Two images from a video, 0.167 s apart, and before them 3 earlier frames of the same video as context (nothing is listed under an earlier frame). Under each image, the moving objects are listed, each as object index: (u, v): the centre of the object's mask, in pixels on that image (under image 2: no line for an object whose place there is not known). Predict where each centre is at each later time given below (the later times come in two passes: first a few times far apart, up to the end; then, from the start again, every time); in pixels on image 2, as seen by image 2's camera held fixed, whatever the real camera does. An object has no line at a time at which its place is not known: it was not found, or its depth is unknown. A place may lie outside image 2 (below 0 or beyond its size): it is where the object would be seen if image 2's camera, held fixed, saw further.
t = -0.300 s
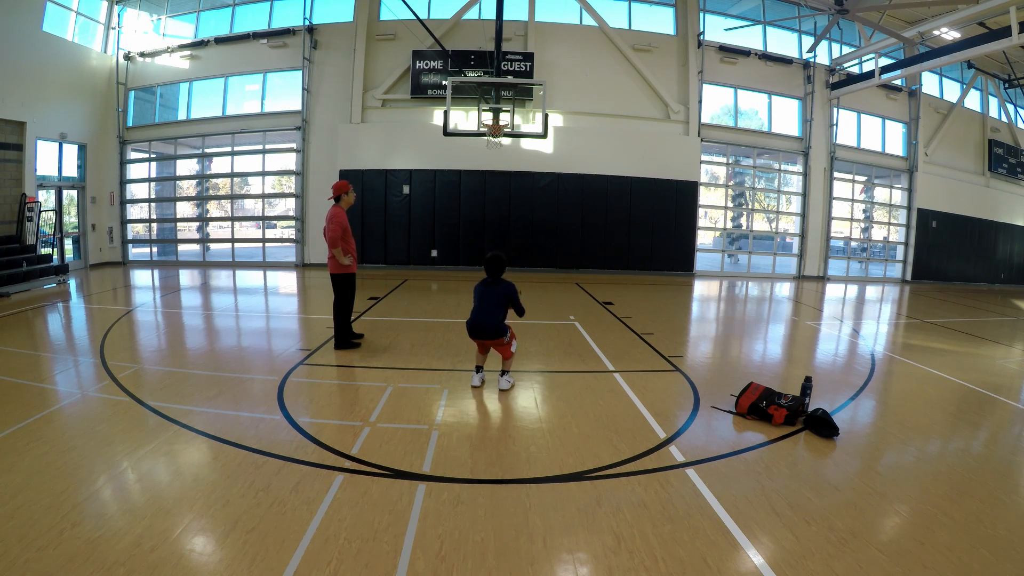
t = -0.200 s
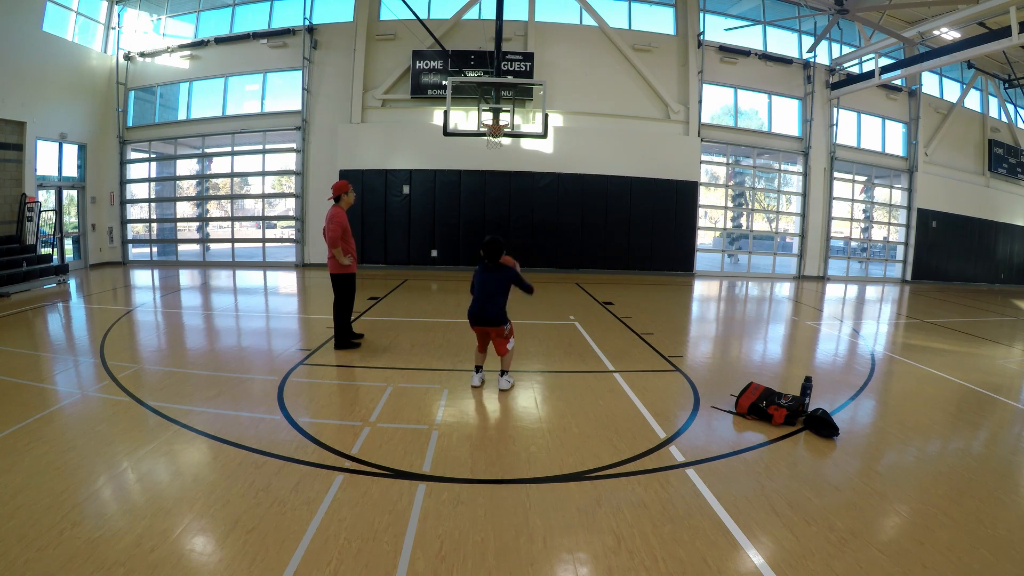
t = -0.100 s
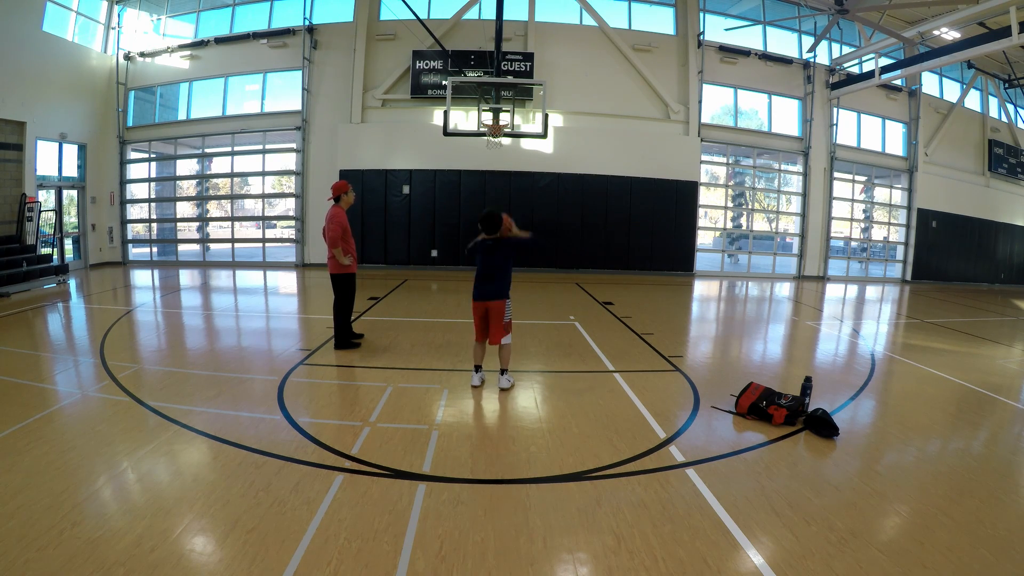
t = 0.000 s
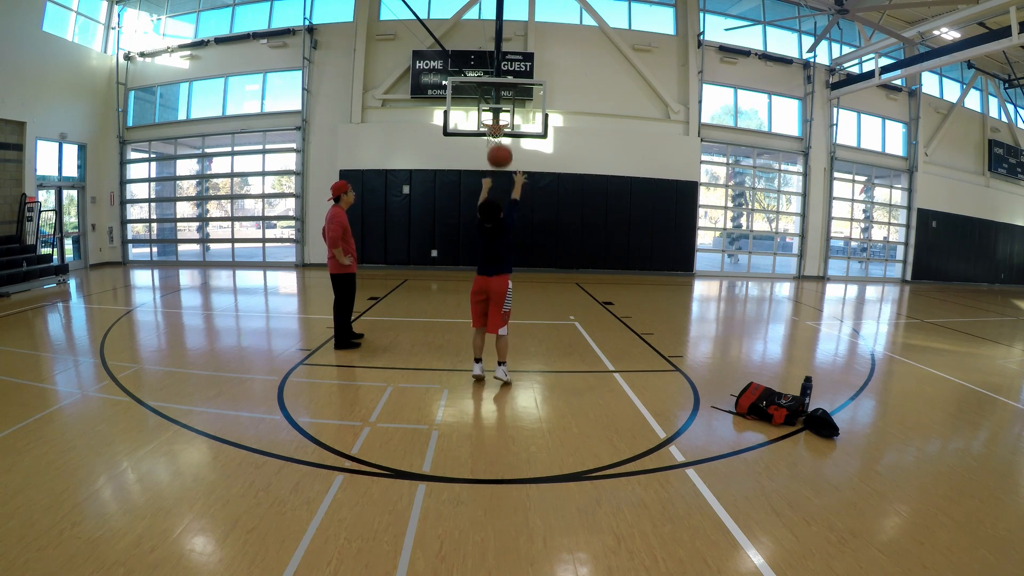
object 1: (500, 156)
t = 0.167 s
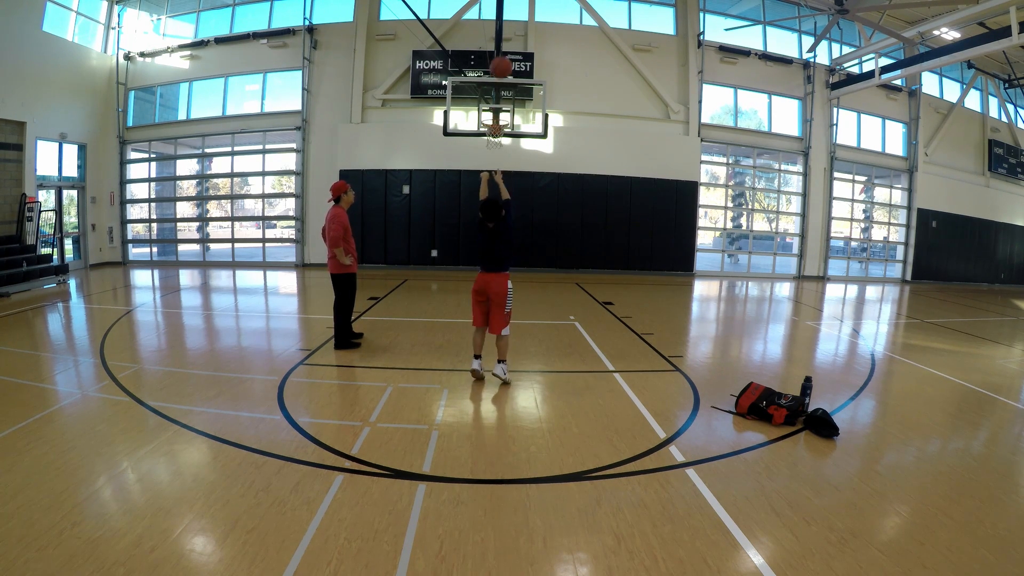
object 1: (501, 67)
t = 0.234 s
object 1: (501, 45)
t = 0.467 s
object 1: (501, 7)
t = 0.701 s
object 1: (499, 11)
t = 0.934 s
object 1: (497, 45)
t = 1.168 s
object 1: (494, 104)
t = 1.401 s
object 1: (488, 92)
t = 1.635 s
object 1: (482, 93)
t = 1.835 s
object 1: (475, 119)
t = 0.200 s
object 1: (501, 56)
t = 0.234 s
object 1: (501, 45)
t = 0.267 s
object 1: (501, 36)
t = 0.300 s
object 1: (501, 29)
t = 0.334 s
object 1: (501, 22)
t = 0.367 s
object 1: (501, 17)
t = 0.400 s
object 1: (501, 12)
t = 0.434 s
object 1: (501, 9)
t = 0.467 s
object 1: (501, 7)
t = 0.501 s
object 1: (501, 6)
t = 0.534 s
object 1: (501, 6)
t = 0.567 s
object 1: (500, 6)
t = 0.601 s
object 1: (500, 6)
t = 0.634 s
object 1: (500, 7)
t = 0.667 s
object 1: (500, 8)
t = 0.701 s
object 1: (499, 11)
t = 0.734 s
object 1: (499, 14)
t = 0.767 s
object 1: (499, 18)
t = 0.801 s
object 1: (499, 22)
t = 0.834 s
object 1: (498, 28)
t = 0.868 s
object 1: (498, 33)
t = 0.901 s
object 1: (497, 39)
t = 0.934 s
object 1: (497, 45)
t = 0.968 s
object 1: (497, 53)
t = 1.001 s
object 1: (496, 60)
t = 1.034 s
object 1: (496, 68)
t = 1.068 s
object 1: (495, 76)
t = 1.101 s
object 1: (495, 85)
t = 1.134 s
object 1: (494, 95)
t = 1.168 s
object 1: (494, 104)
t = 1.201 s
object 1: (493, 114)
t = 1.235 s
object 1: (493, 109)
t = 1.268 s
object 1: (492, 104)
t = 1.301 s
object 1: (491, 100)
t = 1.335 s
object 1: (490, 97)
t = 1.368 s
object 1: (489, 95)
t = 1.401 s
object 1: (488, 92)
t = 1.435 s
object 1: (487, 91)
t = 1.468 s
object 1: (486, 89)
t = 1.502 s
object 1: (486, 89)
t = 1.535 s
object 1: (485, 89)
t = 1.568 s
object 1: (484, 90)
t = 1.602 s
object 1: (483, 91)
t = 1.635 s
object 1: (482, 93)
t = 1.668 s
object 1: (481, 96)
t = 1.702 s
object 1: (480, 99)
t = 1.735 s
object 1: (479, 103)
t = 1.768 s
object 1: (478, 108)
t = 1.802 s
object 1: (477, 113)
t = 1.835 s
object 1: (475, 119)
